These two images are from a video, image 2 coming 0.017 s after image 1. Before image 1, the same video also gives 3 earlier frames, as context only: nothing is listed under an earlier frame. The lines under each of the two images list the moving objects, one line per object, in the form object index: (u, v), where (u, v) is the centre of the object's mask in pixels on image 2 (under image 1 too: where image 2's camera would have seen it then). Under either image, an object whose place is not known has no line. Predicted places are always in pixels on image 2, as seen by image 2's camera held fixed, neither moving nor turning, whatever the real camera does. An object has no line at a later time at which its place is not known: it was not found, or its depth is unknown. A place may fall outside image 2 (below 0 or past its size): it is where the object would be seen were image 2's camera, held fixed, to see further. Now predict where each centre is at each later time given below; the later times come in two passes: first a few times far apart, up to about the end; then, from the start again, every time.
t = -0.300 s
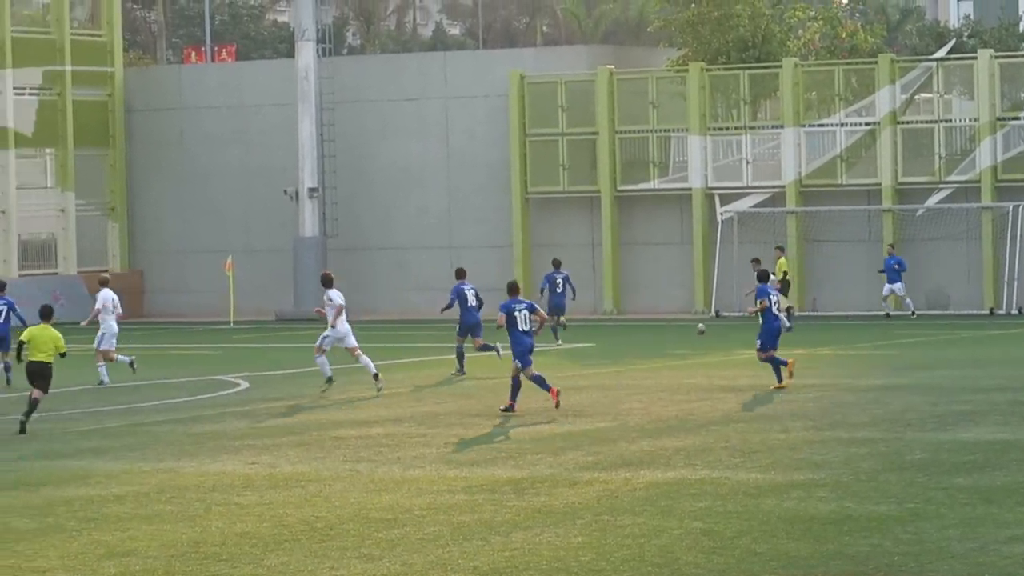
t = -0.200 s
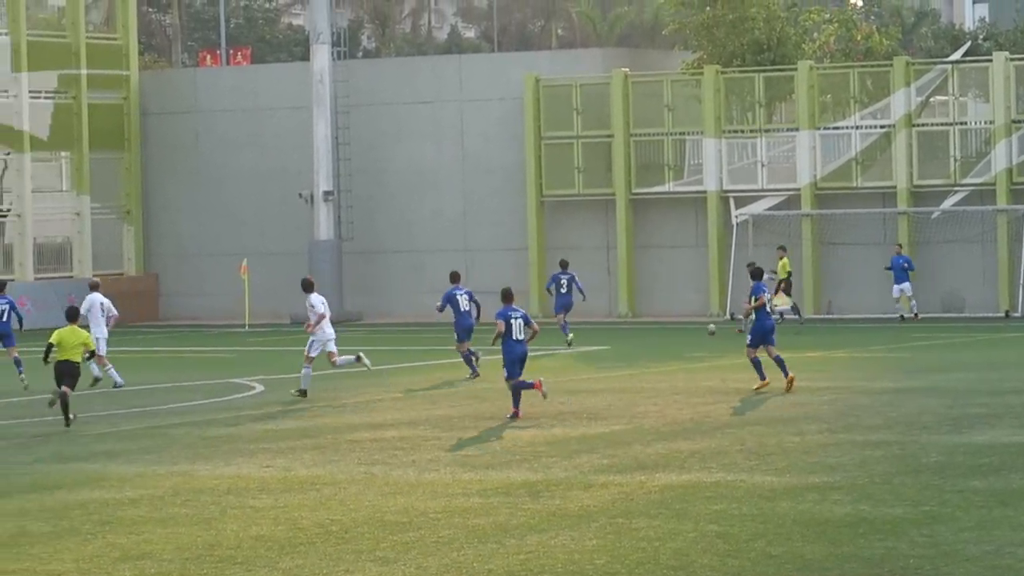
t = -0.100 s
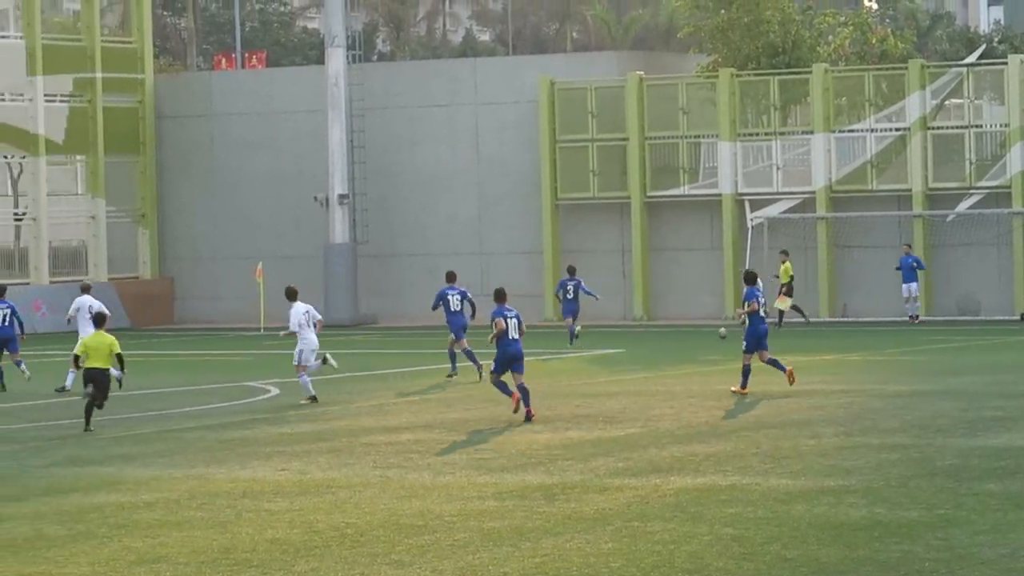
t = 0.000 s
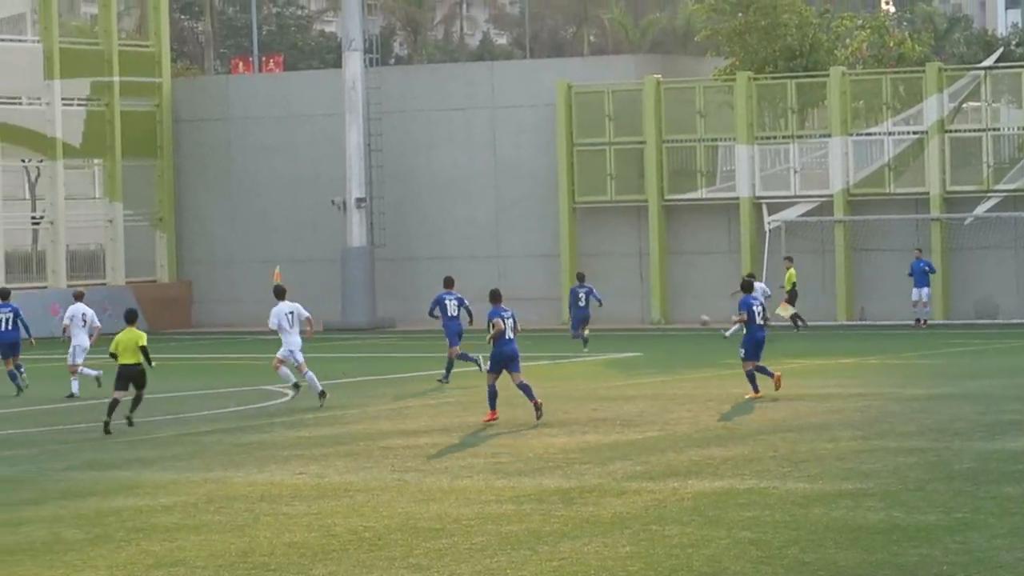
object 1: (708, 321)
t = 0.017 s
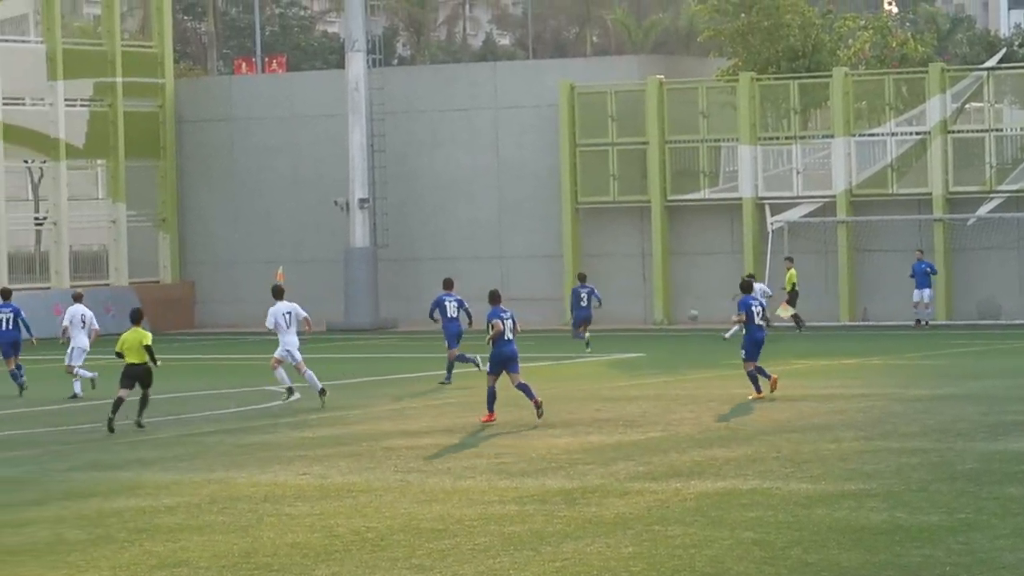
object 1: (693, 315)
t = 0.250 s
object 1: (506, 239)
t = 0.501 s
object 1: (309, 169)
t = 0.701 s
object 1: (147, 122)
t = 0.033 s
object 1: (680, 309)
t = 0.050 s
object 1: (667, 303)
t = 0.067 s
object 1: (653, 298)
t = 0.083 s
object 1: (640, 293)
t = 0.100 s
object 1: (626, 287)
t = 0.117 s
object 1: (612, 282)
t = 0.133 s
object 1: (599, 276)
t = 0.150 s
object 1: (586, 270)
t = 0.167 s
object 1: (573, 265)
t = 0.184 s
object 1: (559, 260)
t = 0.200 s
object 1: (546, 255)
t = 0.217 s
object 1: (532, 250)
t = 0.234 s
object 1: (519, 244)
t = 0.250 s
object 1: (506, 239)
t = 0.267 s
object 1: (493, 234)
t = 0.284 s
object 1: (480, 229)
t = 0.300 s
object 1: (467, 224)
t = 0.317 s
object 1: (454, 219)
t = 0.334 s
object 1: (441, 215)
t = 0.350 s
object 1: (427, 210)
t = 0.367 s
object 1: (414, 205)
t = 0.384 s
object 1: (400, 200)
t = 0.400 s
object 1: (388, 196)
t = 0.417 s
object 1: (375, 191)
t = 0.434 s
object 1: (361, 187)
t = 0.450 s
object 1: (348, 183)
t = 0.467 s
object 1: (335, 178)
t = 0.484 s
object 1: (322, 173)
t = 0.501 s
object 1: (309, 169)
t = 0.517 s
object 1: (295, 164)
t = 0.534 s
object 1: (281, 160)
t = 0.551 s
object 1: (268, 156)
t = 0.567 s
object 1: (255, 152)
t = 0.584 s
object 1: (242, 148)
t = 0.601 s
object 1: (228, 144)
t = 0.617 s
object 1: (215, 140)
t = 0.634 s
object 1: (201, 136)
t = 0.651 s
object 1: (187, 132)
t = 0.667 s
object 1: (174, 129)
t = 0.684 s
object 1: (160, 125)
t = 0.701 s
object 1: (147, 122)
